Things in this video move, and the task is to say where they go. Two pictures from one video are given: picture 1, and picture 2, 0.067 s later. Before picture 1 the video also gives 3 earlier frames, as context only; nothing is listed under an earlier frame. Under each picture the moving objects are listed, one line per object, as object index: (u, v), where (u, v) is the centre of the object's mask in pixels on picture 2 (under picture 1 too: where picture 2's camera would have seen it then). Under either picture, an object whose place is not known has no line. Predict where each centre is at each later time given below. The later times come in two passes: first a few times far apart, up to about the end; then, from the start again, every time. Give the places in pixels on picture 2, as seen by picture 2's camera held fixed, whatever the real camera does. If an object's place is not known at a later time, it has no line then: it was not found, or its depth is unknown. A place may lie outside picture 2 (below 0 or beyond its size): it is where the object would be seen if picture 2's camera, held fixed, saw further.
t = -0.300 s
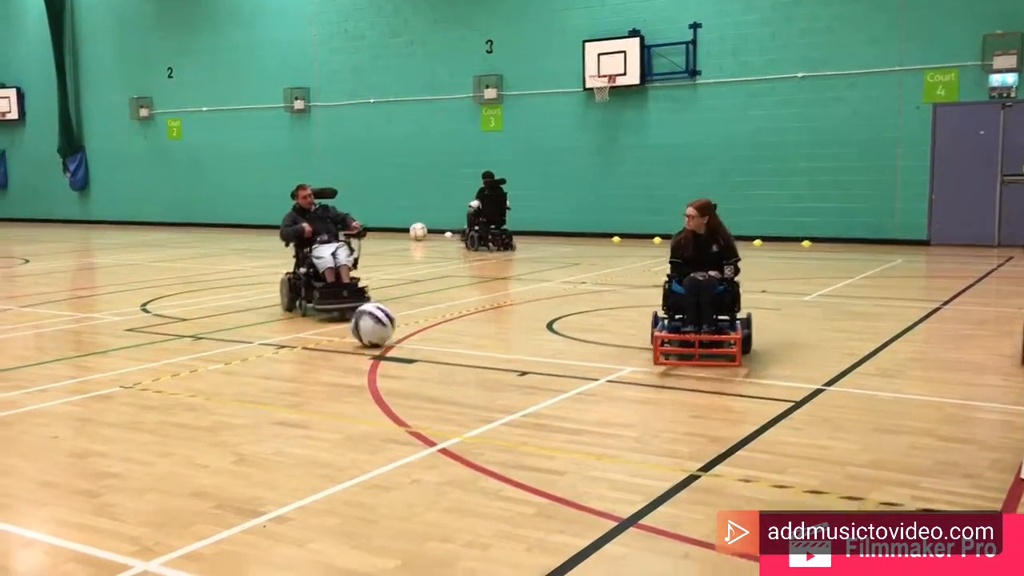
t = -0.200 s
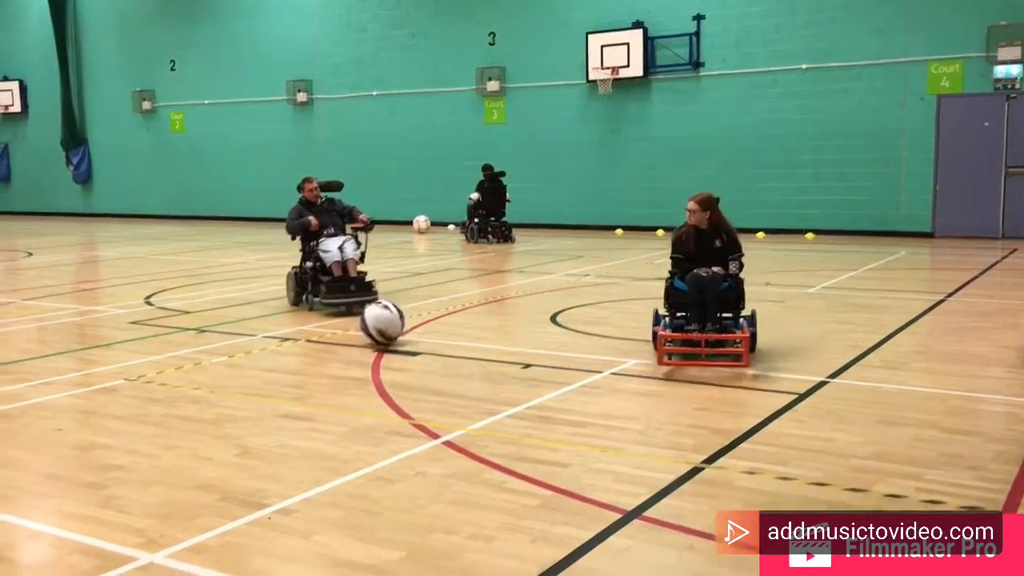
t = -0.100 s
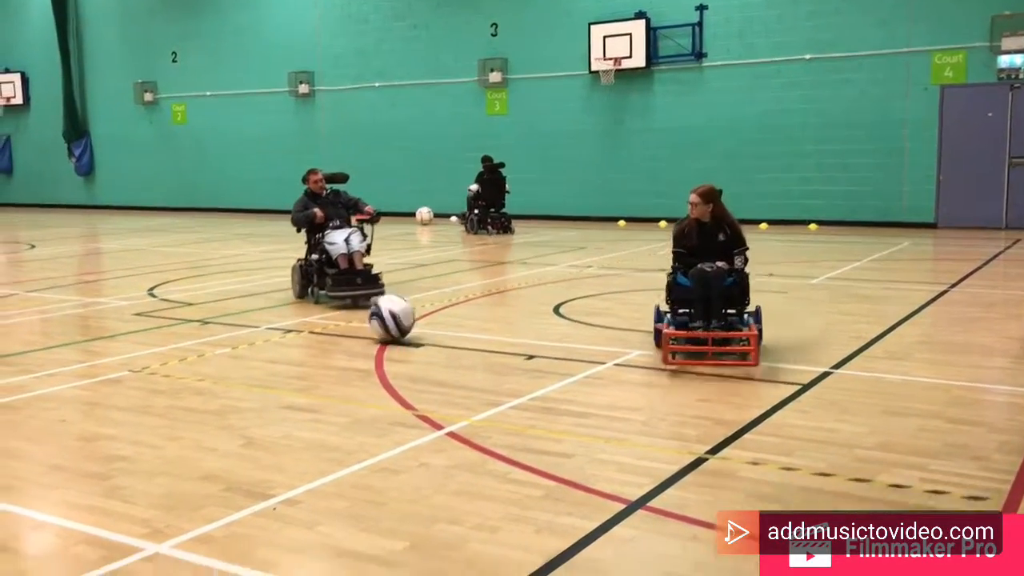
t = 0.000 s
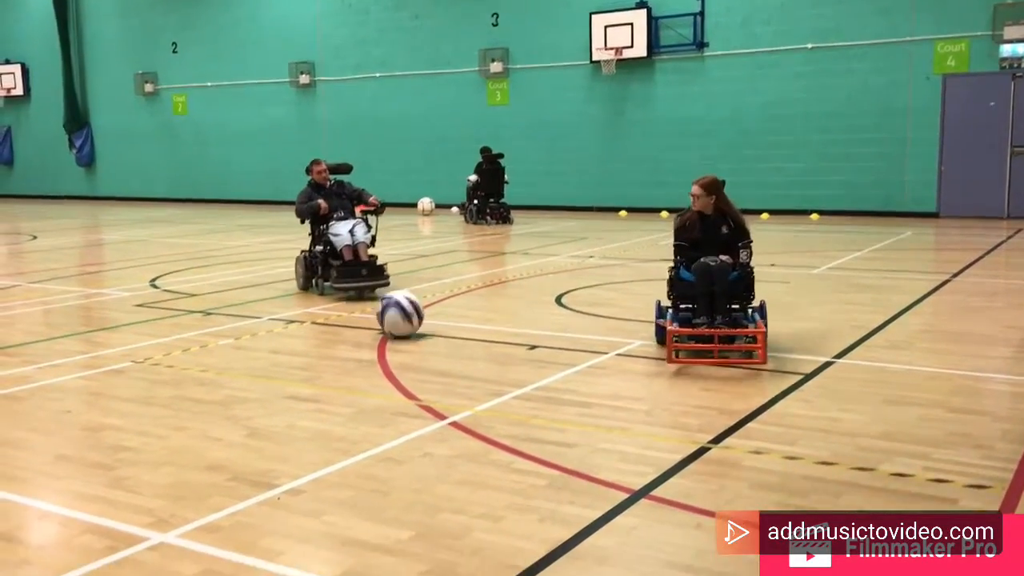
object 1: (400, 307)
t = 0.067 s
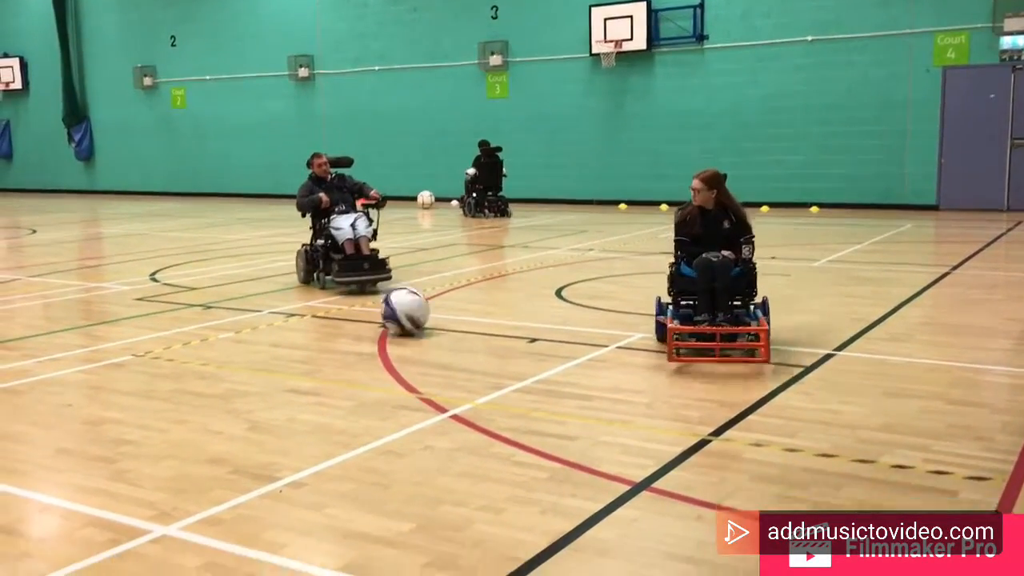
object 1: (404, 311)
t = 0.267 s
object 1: (419, 322)
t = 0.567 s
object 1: (445, 341)
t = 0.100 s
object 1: (407, 312)
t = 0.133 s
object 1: (409, 314)
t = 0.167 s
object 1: (412, 315)
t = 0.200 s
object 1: (414, 318)
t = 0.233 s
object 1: (417, 320)
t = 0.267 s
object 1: (419, 322)
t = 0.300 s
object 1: (422, 324)
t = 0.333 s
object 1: (425, 326)
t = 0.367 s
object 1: (428, 328)
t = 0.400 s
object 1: (431, 330)
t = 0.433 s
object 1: (433, 332)
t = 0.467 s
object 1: (436, 335)
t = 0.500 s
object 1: (439, 338)
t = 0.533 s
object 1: (442, 339)
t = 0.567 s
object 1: (445, 341)
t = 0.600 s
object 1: (448, 344)
